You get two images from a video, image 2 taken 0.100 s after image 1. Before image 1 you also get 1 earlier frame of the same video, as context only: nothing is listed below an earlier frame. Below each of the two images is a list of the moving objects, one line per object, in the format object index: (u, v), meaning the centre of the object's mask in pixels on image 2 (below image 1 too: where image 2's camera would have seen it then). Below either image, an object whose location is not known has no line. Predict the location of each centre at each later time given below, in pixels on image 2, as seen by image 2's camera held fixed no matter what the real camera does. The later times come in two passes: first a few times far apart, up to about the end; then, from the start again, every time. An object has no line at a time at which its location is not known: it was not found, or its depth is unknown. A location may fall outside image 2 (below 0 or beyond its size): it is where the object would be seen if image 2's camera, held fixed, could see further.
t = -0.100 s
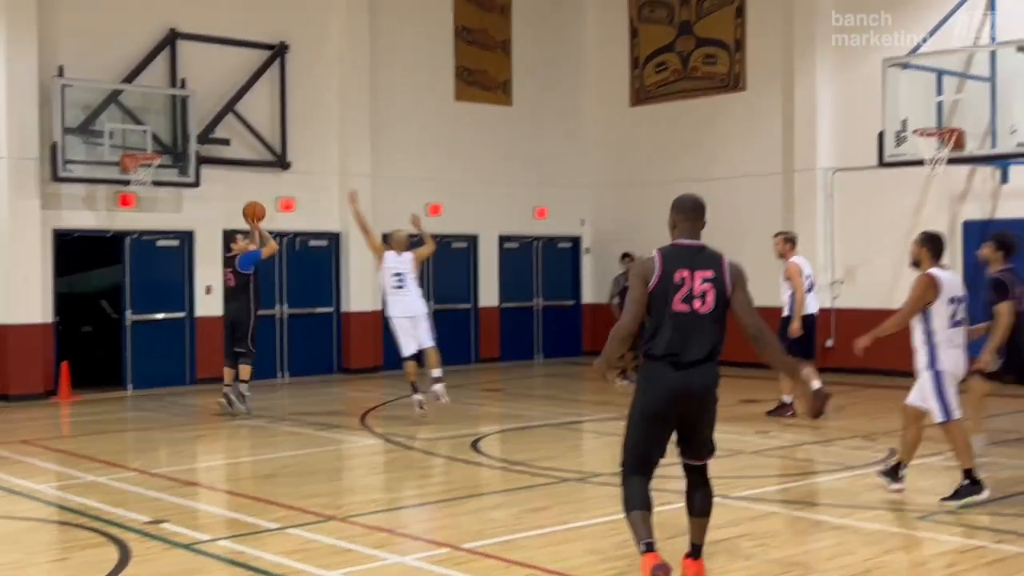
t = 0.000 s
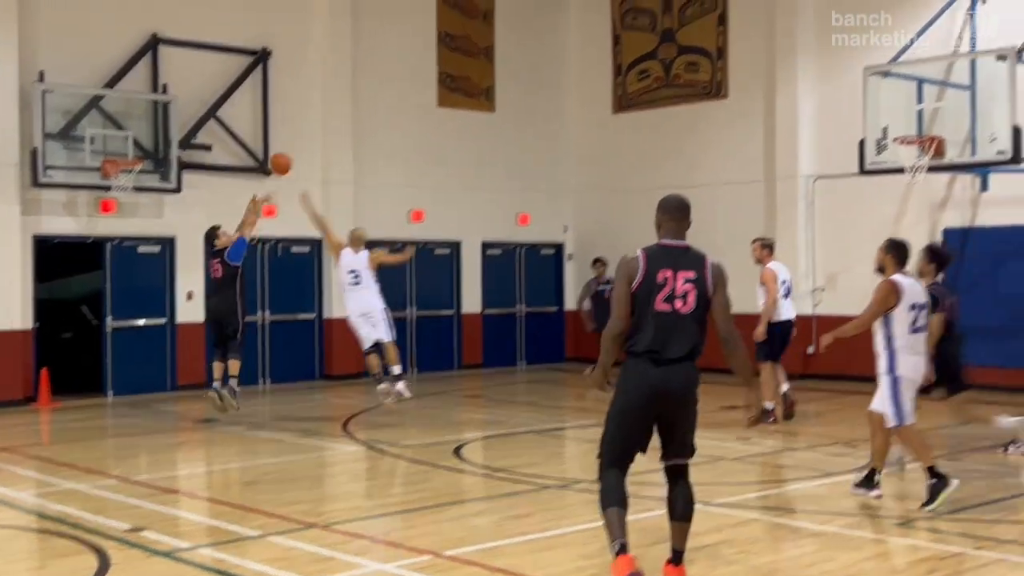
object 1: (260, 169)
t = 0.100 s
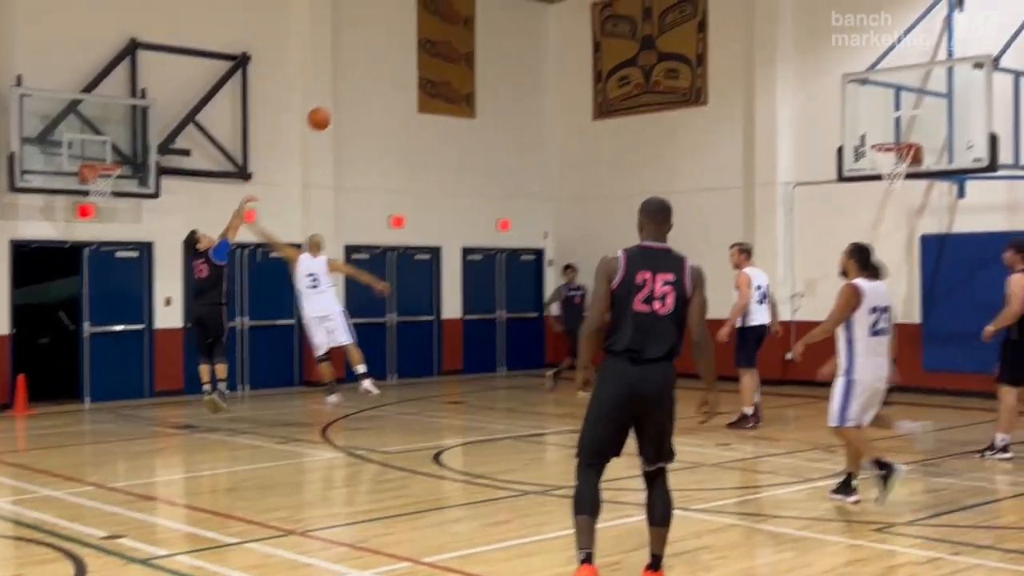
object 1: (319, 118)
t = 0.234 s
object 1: (396, 67)
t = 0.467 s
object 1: (528, 15)
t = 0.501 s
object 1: (546, 11)
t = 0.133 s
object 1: (338, 104)
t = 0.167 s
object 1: (358, 91)
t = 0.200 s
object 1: (377, 78)
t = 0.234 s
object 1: (396, 67)
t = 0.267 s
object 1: (415, 56)
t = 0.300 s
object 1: (434, 46)
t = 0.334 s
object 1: (453, 38)
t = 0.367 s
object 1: (472, 31)
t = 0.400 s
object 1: (491, 25)
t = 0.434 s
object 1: (509, 20)
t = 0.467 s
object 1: (528, 15)
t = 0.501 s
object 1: (546, 11)
